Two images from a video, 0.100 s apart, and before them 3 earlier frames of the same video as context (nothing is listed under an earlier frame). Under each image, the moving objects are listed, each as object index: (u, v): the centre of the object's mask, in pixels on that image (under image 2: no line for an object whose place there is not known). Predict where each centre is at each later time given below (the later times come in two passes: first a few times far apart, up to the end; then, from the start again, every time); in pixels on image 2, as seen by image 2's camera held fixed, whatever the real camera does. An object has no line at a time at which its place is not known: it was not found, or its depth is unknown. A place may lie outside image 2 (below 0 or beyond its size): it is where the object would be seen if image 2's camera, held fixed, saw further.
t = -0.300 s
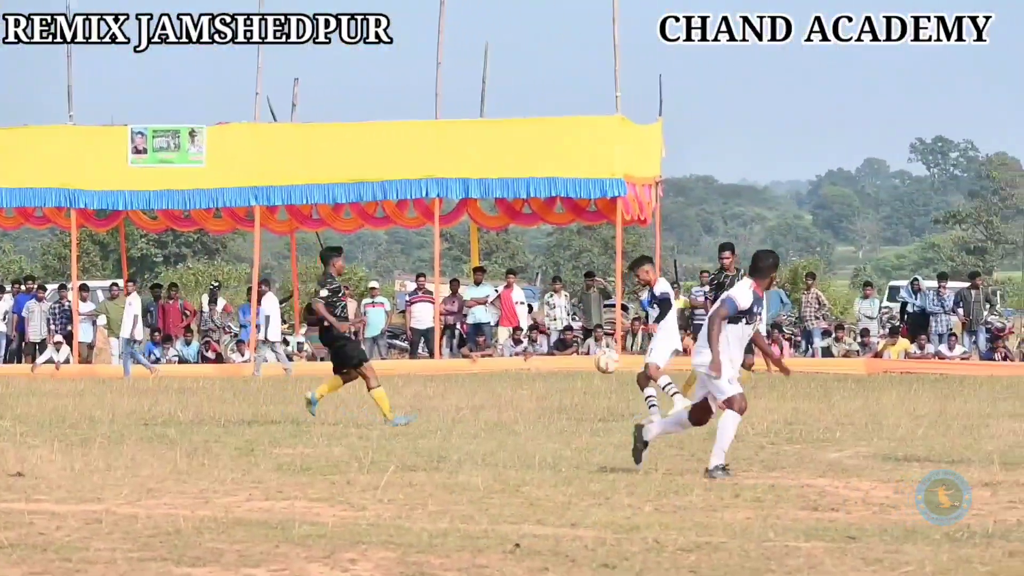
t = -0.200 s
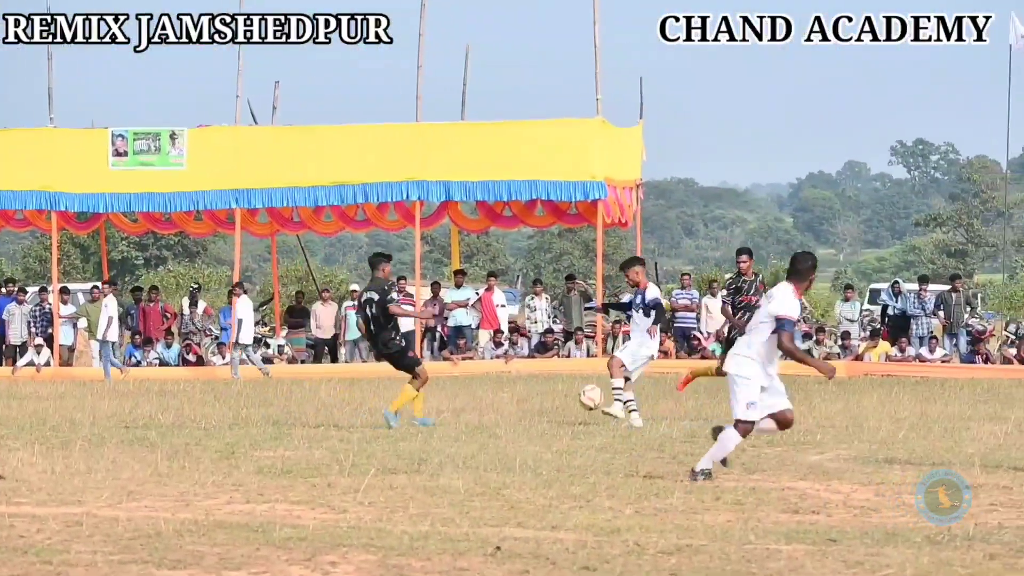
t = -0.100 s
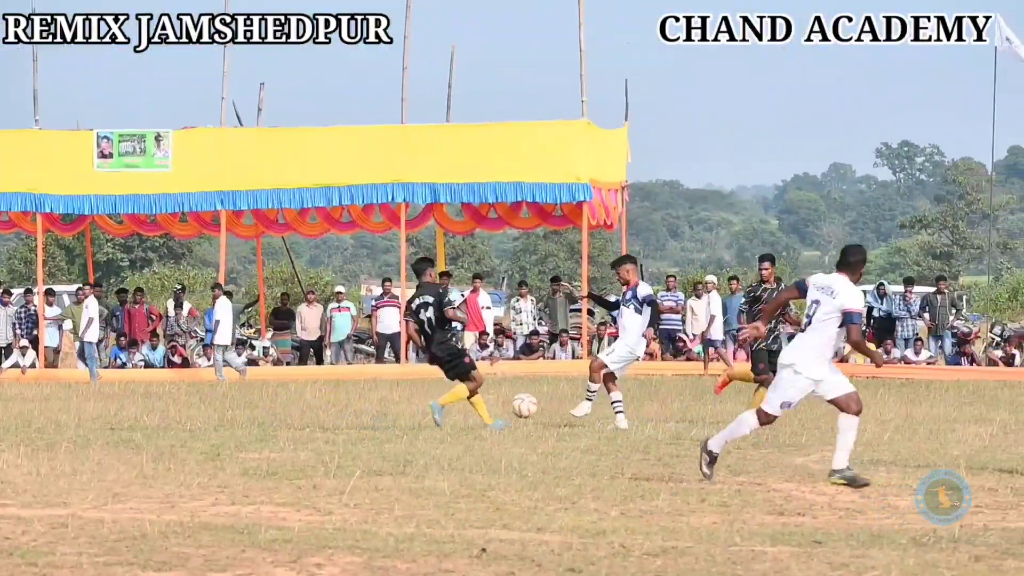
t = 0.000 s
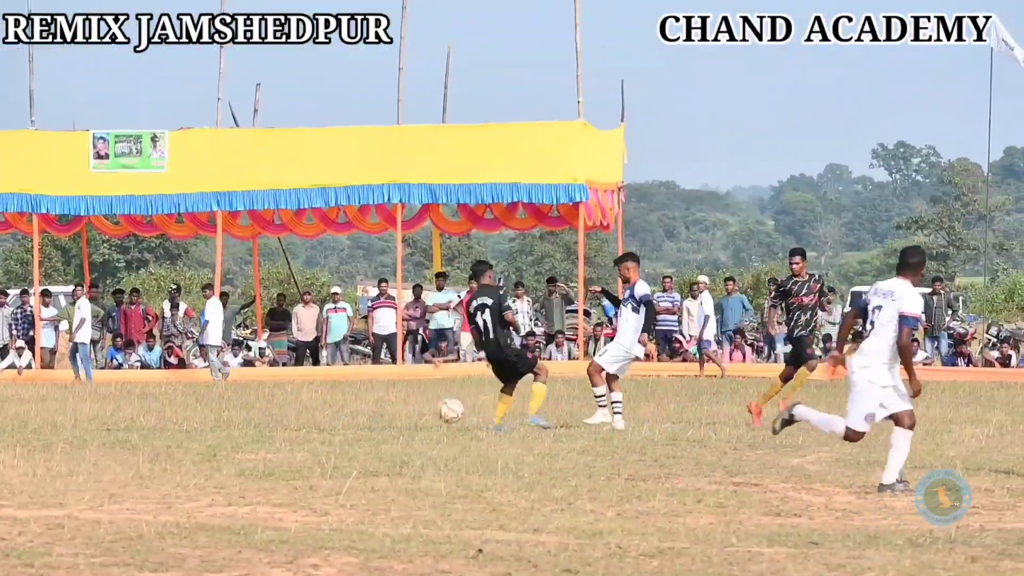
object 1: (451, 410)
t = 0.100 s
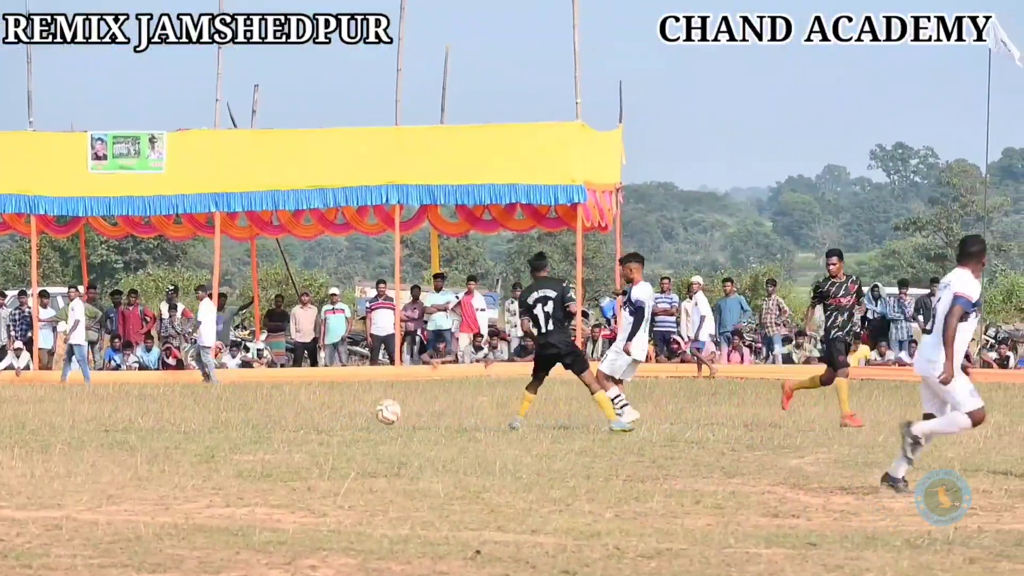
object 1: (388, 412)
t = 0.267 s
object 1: (312, 402)
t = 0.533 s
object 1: (195, 403)
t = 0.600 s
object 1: (167, 403)
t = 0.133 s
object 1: (373, 407)
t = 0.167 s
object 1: (358, 404)
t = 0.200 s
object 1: (342, 401)
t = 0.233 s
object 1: (328, 401)
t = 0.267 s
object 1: (312, 402)
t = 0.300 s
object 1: (298, 403)
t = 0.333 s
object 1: (282, 406)
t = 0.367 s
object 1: (268, 410)
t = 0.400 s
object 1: (254, 414)
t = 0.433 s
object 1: (239, 411)
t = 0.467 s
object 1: (223, 408)
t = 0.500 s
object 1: (209, 405)
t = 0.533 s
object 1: (195, 403)
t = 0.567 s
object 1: (181, 402)
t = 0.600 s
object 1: (167, 403)
